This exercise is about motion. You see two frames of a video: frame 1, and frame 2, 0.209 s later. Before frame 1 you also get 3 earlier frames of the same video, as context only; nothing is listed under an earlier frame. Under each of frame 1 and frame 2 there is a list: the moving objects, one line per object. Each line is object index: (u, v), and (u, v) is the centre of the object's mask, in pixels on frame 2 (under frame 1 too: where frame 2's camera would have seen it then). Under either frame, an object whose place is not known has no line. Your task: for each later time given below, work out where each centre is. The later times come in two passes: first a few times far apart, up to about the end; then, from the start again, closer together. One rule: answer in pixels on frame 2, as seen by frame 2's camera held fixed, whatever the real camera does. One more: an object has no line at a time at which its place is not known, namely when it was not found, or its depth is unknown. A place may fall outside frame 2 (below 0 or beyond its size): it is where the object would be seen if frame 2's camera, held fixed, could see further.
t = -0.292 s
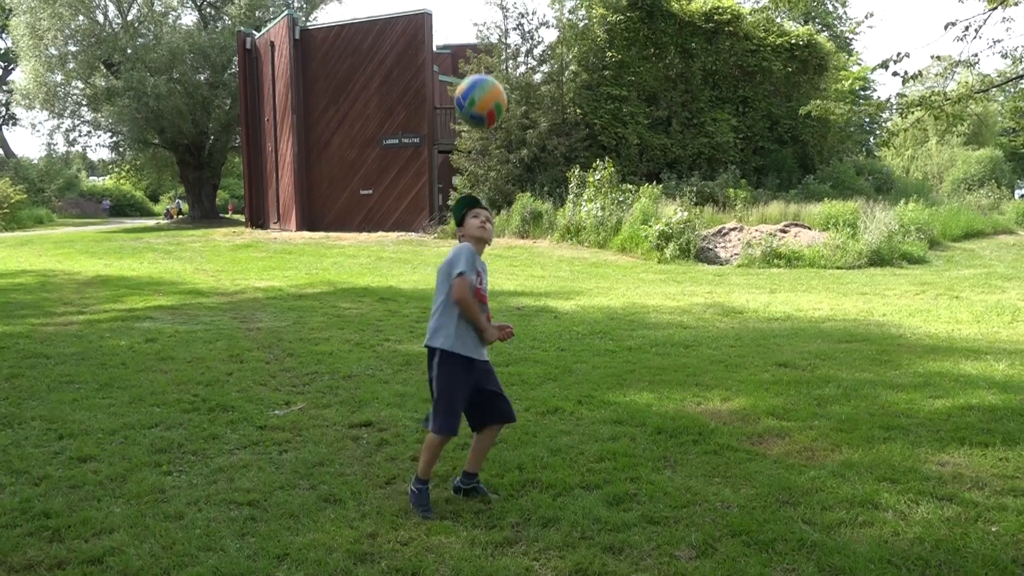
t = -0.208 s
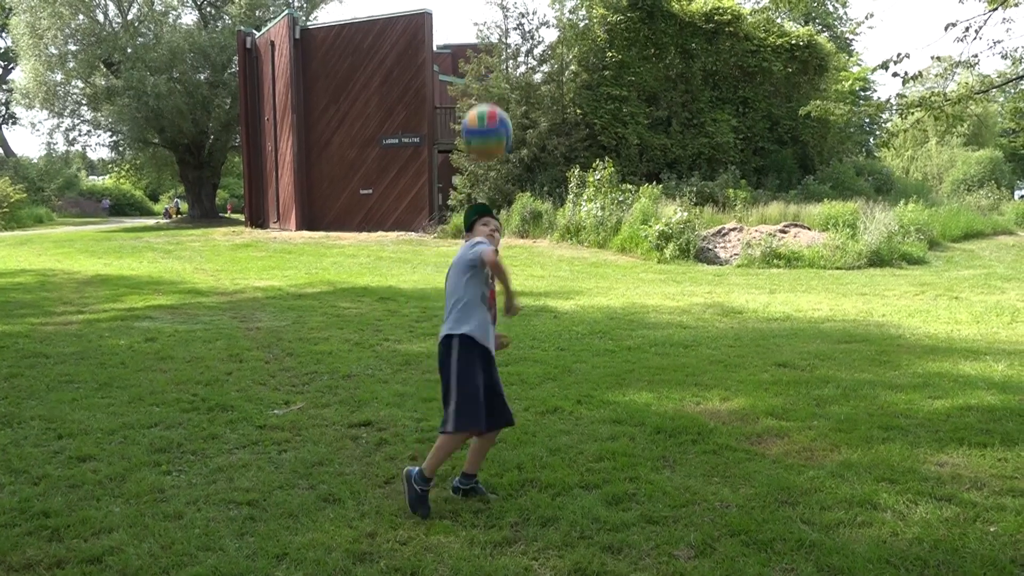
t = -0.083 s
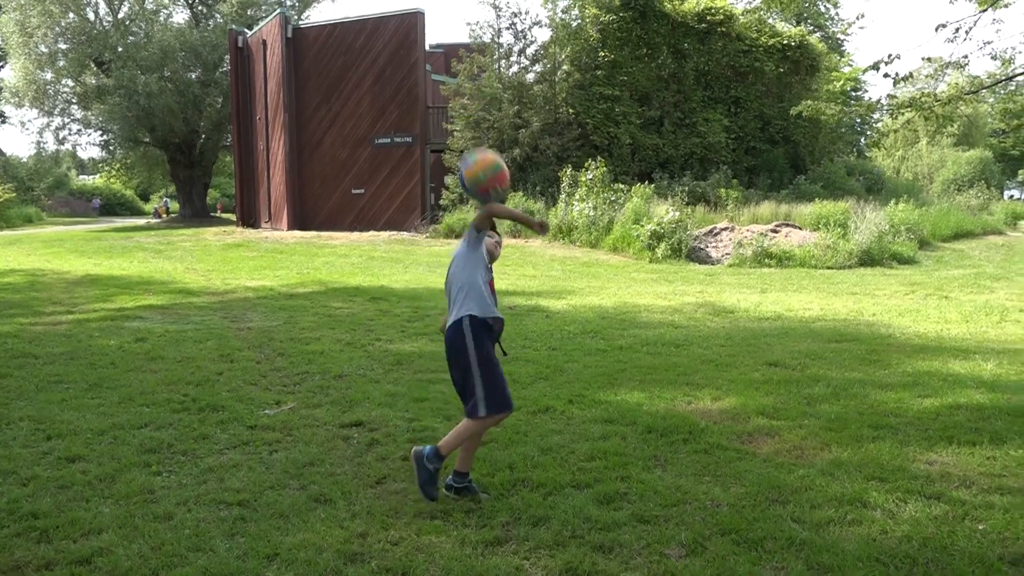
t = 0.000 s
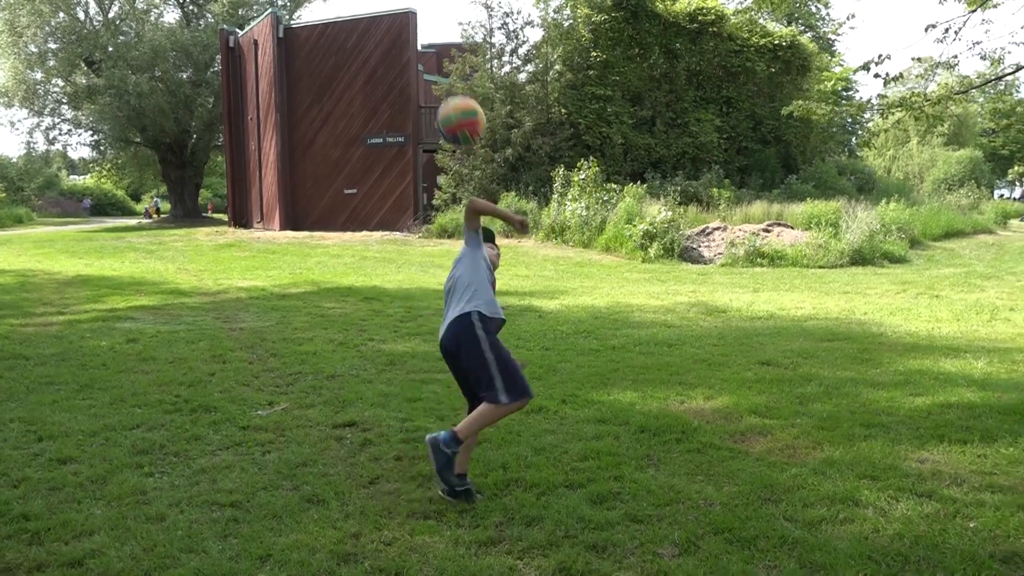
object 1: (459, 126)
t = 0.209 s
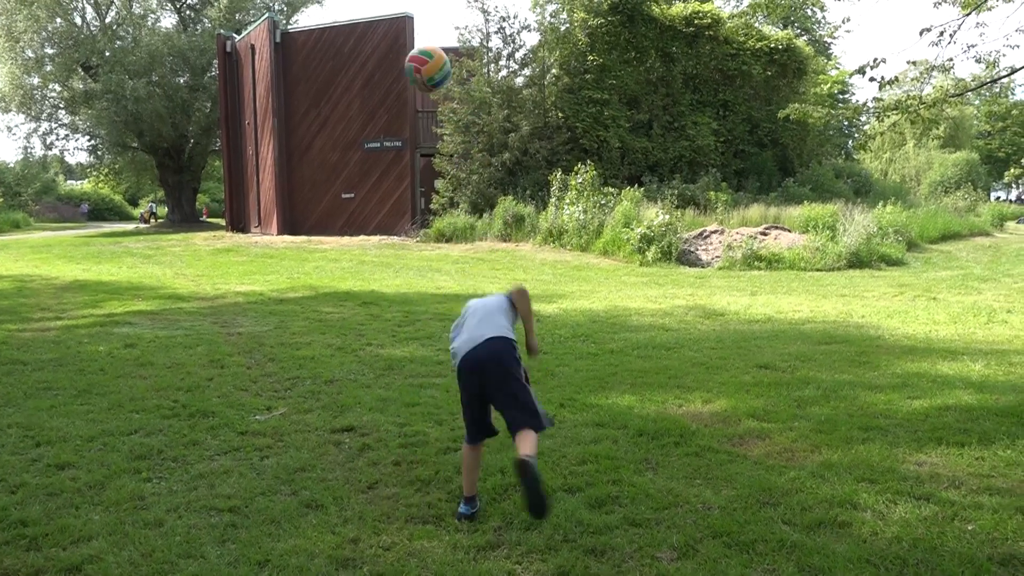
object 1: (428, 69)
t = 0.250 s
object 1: (423, 69)
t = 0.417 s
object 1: (405, 101)
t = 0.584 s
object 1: (393, 183)
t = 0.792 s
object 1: (381, 343)
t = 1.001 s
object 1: (370, 357)
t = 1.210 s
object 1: (360, 308)
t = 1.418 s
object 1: (353, 324)
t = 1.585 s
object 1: (348, 381)
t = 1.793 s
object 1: (337, 355)
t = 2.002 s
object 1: (329, 370)
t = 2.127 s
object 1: (324, 369)
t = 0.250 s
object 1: (423, 69)
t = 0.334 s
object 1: (414, 78)
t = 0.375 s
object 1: (409, 91)
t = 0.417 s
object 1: (405, 101)
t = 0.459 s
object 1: (401, 122)
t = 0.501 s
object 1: (398, 138)
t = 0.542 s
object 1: (395, 164)
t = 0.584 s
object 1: (393, 183)
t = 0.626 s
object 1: (389, 215)
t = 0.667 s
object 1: (387, 238)
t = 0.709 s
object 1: (385, 277)
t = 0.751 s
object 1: (382, 303)
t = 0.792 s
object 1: (381, 343)
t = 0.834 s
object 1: (379, 371)
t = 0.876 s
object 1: (377, 413)
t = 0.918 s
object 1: (375, 396)
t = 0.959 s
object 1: (372, 371)
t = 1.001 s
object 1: (370, 357)
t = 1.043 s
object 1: (367, 339)
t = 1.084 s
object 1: (365, 329)
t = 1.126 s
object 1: (363, 318)
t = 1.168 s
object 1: (362, 313)
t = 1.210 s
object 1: (360, 308)
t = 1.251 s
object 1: (358, 307)
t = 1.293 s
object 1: (356, 308)
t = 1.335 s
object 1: (355, 310)
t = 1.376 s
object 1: (353, 317)
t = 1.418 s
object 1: (353, 324)
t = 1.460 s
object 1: (351, 337)
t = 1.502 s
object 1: (350, 348)
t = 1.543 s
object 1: (348, 365)
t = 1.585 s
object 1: (348, 381)
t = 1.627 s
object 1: (346, 382)
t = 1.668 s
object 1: (344, 374)
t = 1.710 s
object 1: (341, 364)
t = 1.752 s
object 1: (340, 359)
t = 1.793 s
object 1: (337, 355)
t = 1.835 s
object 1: (335, 353)
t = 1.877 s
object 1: (333, 354)
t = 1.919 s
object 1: (332, 357)
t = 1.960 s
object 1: (330, 364)
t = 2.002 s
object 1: (329, 370)
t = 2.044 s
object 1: (327, 377)
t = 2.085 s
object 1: (326, 373)
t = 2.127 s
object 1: (324, 369)
